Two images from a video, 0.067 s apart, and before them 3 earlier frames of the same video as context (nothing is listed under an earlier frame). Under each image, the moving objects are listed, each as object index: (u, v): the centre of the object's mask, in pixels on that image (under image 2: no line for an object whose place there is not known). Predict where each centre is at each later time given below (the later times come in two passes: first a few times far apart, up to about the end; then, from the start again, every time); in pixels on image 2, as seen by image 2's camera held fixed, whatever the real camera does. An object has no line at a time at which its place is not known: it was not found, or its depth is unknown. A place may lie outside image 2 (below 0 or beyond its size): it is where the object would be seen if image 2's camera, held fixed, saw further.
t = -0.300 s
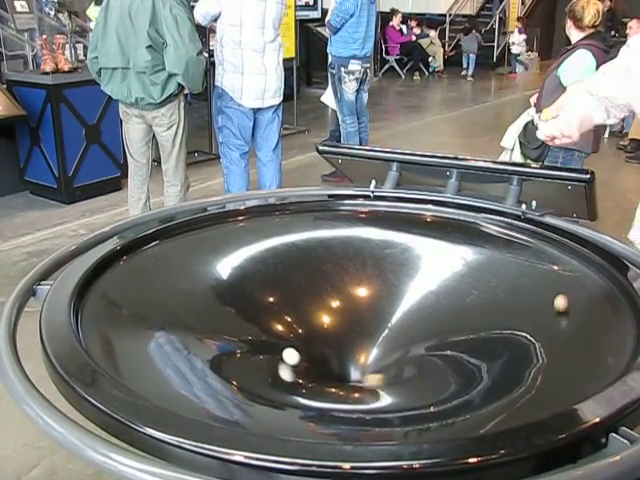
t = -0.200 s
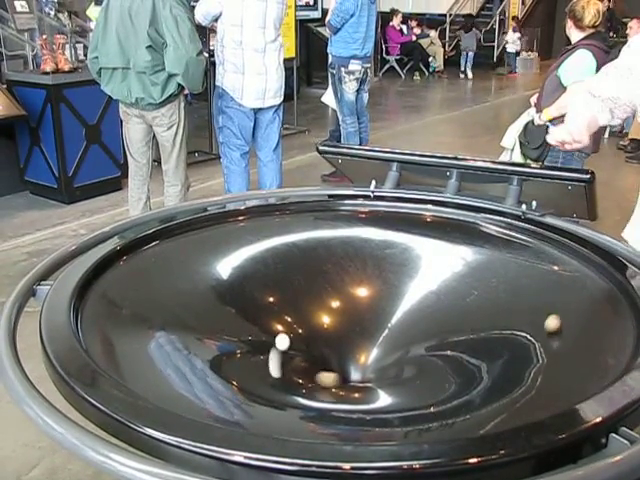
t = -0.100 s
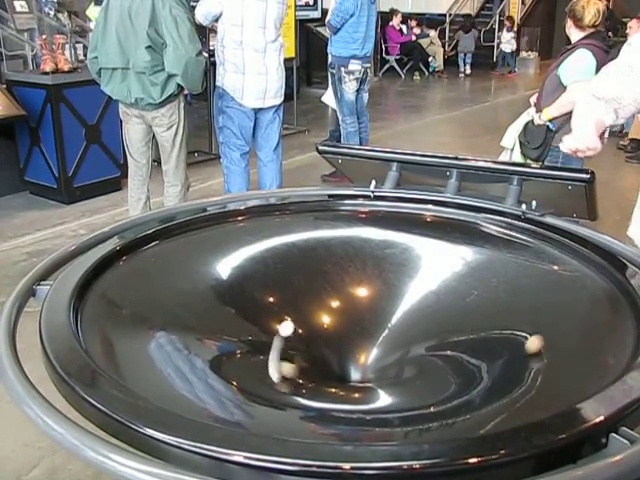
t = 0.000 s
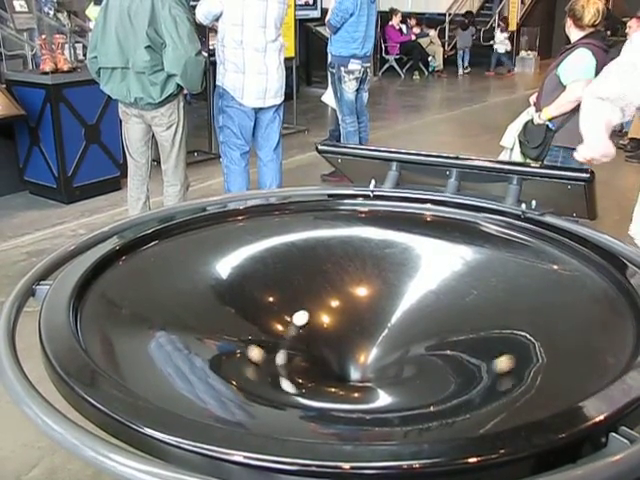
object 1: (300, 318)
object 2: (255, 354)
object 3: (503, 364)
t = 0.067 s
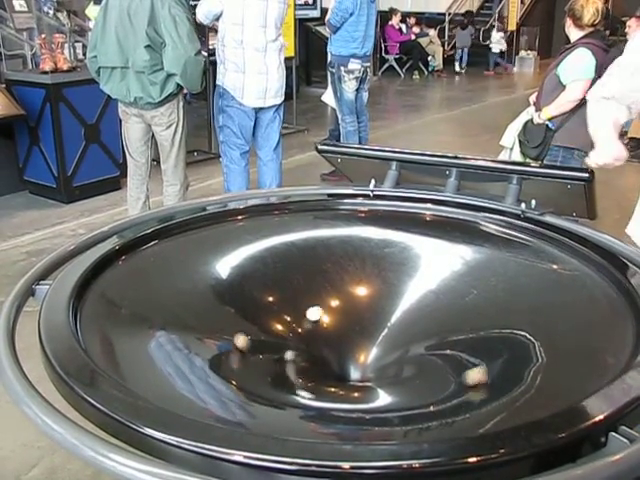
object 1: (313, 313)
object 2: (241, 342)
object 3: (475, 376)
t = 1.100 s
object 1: (304, 362)
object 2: (428, 302)
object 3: (171, 272)
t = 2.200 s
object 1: (372, 373)
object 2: (253, 344)
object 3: (468, 297)
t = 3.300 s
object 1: (405, 359)
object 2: (463, 333)
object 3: (237, 361)
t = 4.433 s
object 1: (409, 349)
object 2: (313, 291)
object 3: (470, 282)
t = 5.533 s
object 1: (401, 348)
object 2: (299, 367)
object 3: (235, 331)
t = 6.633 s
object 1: (393, 363)
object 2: (431, 351)
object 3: (447, 327)
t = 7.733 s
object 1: (362, 375)
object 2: (381, 312)
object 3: (270, 326)
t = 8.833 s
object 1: (317, 353)
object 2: (317, 324)
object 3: (427, 361)
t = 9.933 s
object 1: (383, 357)
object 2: (313, 339)
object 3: (363, 299)
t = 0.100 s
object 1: (322, 312)
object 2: (237, 335)
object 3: (458, 381)
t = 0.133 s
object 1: (330, 312)
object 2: (233, 329)
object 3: (442, 385)
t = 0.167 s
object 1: (340, 311)
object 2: (231, 324)
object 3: (424, 389)
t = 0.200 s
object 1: (349, 312)
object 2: (231, 317)
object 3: (404, 391)
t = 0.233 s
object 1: (359, 313)
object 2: (231, 312)
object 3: (383, 393)
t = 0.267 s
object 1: (368, 315)
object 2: (233, 306)
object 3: (364, 393)
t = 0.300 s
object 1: (377, 316)
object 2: (235, 301)
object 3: (342, 393)
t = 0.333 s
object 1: (385, 319)
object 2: (238, 297)
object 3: (323, 392)
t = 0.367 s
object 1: (394, 323)
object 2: (242, 292)
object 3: (304, 389)
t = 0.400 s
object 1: (401, 326)
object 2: (247, 288)
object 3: (285, 386)
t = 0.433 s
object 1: (407, 329)
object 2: (253, 285)
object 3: (269, 383)
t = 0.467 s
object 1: (412, 333)
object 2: (258, 282)
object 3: (252, 378)
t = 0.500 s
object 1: (416, 337)
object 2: (265, 279)
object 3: (236, 373)
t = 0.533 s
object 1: (419, 341)
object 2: (272, 277)
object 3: (222, 367)
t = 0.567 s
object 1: (420, 345)
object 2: (280, 275)
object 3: (209, 362)
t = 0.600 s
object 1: (419, 350)
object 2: (288, 274)
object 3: (197, 355)
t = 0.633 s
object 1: (417, 354)
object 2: (297, 273)
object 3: (186, 347)
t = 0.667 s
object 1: (414, 358)
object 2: (305, 272)
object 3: (178, 342)
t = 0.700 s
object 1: (409, 362)
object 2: (315, 272)
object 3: (172, 335)
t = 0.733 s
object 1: (403, 366)
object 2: (325, 272)
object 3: (166, 329)
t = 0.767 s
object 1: (396, 369)
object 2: (334, 273)
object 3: (162, 323)
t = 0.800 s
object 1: (387, 371)
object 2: (344, 274)
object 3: (159, 317)
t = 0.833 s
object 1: (378, 373)
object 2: (354, 275)
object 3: (156, 311)
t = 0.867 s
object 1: (368, 374)
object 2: (363, 278)
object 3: (156, 306)
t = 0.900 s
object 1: (358, 375)
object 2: (373, 280)
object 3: (156, 300)
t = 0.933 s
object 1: (348, 374)
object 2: (383, 283)
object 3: (156, 295)
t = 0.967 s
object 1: (337, 374)
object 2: (393, 286)
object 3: (158, 289)
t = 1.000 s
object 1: (328, 372)
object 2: (402, 289)
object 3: (160, 285)
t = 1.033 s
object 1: (318, 369)
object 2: (414, 295)
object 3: (164, 280)
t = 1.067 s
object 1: (311, 366)
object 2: (423, 300)
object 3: (167, 275)
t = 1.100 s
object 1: (304, 362)
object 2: (428, 302)
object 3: (171, 272)
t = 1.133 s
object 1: (298, 358)
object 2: (435, 307)
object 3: (176, 268)
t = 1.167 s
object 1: (295, 354)
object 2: (442, 311)
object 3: (181, 264)
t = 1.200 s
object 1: (293, 349)
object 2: (447, 316)
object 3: (187, 261)
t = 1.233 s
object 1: (292, 344)
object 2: (451, 321)
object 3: (193, 258)
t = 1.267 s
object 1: (293, 339)
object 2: (455, 326)
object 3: (200, 255)
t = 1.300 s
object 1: (295, 335)
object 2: (457, 331)
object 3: (207, 252)
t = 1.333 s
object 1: (299, 330)
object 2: (457, 336)
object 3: (214, 250)
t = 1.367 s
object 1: (304, 326)
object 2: (457, 342)
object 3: (222, 247)
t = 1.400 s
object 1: (310, 323)
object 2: (456, 347)
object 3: (230, 246)
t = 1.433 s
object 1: (315, 320)
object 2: (453, 353)
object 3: (237, 244)
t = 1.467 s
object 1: (324, 317)
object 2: (448, 358)
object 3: (247, 242)
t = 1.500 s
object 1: (332, 316)
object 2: (443, 362)
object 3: (255, 241)
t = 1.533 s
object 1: (341, 315)
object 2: (436, 367)
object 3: (264, 241)
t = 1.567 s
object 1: (350, 314)
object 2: (428, 371)
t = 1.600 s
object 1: (359, 315)
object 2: (419, 375)
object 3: (286, 244)
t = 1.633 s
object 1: (368, 315)
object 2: (409, 377)
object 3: (295, 243)
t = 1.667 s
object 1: (376, 316)
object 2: (398, 380)
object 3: (305, 242)
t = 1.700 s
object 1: (384, 318)
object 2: (387, 381)
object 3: (315, 243)
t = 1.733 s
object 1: (392, 320)
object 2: (375, 381)
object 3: (326, 245)
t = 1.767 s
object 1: (399, 323)
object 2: (362, 383)
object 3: (337, 245)
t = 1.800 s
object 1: (405, 327)
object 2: (349, 383)
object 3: (348, 247)
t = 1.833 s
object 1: (410, 330)
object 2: (338, 382)
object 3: (358, 250)
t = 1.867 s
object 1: (414, 334)
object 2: (326, 381)
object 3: (370, 252)
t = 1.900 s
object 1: (416, 338)
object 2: (315, 379)
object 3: (380, 255)
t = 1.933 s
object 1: (417, 343)
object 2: (304, 377)
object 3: (391, 258)
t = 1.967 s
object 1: (417, 347)
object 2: (293, 374)
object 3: (401, 261)
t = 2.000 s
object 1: (415, 352)
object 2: (285, 371)
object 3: (412, 266)
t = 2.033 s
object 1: (411, 357)
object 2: (277, 367)
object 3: (424, 272)
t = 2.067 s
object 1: (406, 361)
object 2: (270, 363)
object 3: (434, 277)
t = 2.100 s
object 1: (399, 365)
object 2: (263, 358)
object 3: (444, 286)
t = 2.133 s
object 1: (391, 368)
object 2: (259, 354)
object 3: (453, 286)
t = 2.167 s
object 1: (382, 372)
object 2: (255, 349)
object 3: (461, 291)
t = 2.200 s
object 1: (372, 373)
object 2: (253, 344)
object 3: (468, 297)
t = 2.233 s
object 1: (361, 374)
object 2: (252, 339)
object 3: (475, 301)
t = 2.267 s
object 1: (351, 374)
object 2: (253, 334)
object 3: (481, 308)
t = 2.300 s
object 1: (340, 373)
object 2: (254, 329)
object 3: (486, 314)
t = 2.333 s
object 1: (330, 372)
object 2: (257, 324)
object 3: (490, 319)
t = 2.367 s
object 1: (320, 369)
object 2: (261, 320)
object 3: (493, 326)
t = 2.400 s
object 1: (312, 365)
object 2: (265, 315)
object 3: (493, 331)
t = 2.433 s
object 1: (304, 361)
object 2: (272, 311)
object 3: (494, 337)
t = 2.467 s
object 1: (299, 356)
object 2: (279, 307)
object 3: (493, 343)
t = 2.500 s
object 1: (296, 351)
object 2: (286, 303)
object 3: (491, 349)
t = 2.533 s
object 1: (293, 346)
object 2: (295, 300)
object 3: (488, 355)
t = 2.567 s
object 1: (293, 342)
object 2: (304, 297)
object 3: (483, 361)
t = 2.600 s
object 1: (294, 337)
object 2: (314, 295)
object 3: (476, 367)
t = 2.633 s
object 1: (296, 333)
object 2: (323, 293)
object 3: (469, 371)
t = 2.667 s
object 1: (300, 329)
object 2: (334, 291)
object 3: (461, 376)
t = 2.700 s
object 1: (304, 325)
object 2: (344, 290)
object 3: (450, 381)
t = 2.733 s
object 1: (310, 323)
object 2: (353, 290)
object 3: (440, 385)
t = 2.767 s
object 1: (317, 320)
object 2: (364, 290)
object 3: (428, 388)
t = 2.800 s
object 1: (324, 319)
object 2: (375, 290)
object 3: (415, 390)
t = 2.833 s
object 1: (332, 318)
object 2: (386, 290)
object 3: (402, 392)
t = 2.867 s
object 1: (341, 317)
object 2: (396, 291)
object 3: (390, 393)
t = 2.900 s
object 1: (349, 318)
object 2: (404, 292)
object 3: (373, 395)
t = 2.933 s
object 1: (358, 319)
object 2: (416, 297)
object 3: (358, 394)
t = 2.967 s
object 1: (367, 321)
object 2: (424, 300)
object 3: (345, 394)
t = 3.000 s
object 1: (375, 323)
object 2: (431, 300)
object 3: (330, 393)
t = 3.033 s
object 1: (383, 326)
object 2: (438, 302)
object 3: (316, 391)
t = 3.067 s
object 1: (391, 330)
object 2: (445, 305)
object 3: (303, 388)
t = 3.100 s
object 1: (397, 333)
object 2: (450, 308)
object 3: (291, 385)
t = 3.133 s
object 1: (402, 337)
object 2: (455, 312)
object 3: (279, 383)
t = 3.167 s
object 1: (406, 341)
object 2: (459, 316)
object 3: (268, 379)
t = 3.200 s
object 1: (408, 346)
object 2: (461, 320)
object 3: (259, 375)
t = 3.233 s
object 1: (408, 350)
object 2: (463, 324)
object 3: (250, 370)
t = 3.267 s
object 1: (408, 355)
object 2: (463, 329)
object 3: (243, 365)
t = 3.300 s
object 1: (405, 359)
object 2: (463, 333)
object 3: (237, 361)
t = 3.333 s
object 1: (400, 363)
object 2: (461, 338)
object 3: (232, 356)
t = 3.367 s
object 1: (395, 367)
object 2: (458, 343)
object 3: (228, 351)
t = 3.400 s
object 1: (387, 369)
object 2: (454, 349)
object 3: (226, 345)
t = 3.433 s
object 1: (379, 372)
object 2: (448, 353)
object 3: (224, 339)
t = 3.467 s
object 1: (370, 374)
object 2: (442, 358)
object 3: (224, 334)
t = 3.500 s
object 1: (360, 374)
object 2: (433, 362)
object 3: (226, 329)
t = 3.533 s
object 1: (351, 375)
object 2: (423, 366)
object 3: (229, 323)
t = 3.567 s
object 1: (340, 374)
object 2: (412, 369)
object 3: (232, 318)
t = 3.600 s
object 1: (332, 372)
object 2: (401, 373)
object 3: (237, 313)
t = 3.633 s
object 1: (323, 370)
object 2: (389, 375)
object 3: (243, 307)
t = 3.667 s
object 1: (316, 367)
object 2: (376, 376)
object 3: (249, 303)
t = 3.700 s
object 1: (309, 363)
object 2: (361, 376)
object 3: (258, 298)
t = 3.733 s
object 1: (305, 360)
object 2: (349, 376)
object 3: (267, 293)
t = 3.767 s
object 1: (301, 355)
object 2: (335, 376)
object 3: (274, 289)
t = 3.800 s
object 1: (300, 351)
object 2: (323, 373)
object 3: (285, 286)
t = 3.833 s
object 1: (299, 346)
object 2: (310, 370)
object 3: (295, 282)
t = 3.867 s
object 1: (301, 342)
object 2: (302, 367)
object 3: (305, 279)
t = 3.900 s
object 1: (304, 338)
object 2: (288, 362)
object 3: (315, 276)
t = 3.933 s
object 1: (309, 334)
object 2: (282, 356)
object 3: (327, 274)
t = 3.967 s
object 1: (315, 331)
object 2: (276, 350)
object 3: (337, 272)
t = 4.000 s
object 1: (321, 329)
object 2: (271, 344)
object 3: (348, 270)
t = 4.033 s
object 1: (330, 327)
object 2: (268, 338)
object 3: (359, 268)
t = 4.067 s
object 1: (338, 325)
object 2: (265, 332)
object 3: (370, 268)
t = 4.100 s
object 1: (347, 325)
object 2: (265, 326)
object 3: (381, 267)
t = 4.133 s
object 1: (356, 325)
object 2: (266, 321)
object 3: (391, 267)
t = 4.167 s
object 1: (365, 325)
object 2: (268, 315)
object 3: (401, 267)
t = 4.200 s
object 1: (374, 327)
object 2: (271, 311)
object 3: (412, 267)
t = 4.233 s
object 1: (382, 328)
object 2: (274, 306)
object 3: (421, 268)
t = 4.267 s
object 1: (390, 331)
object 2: (279, 303)
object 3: (434, 269)
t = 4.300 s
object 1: (396, 334)
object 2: (285, 299)
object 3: (441, 273)
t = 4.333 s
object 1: (401, 337)
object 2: (291, 296)
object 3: (450, 274)
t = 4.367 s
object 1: (405, 340)
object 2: (298, 294)
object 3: (457, 276)
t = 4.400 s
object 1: (408, 344)
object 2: (305, 292)
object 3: (464, 279)
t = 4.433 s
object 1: (409, 349)
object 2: (313, 291)
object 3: (470, 282)
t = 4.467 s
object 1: (408, 353)
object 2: (321, 290)
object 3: (476, 285)
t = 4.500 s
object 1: (406, 357)
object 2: (329, 290)
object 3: (481, 289)
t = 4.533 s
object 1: (402, 361)
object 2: (338, 290)
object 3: (485, 293)
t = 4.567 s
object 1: (396, 365)
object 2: (346, 292)
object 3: (489, 297)
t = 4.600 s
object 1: (390, 368)
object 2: (355, 294)
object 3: (492, 302)
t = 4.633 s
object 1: (382, 371)
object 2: (364, 295)
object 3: (494, 306)
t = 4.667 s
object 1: (373, 373)
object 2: (374, 297)
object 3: (494, 312)
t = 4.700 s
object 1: (362, 374)
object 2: (382, 300)
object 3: (495, 316)
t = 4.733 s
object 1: (352, 374)
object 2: (390, 304)
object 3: (493, 322)
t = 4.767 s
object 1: (341, 374)
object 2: (398, 307)
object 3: (490, 328)
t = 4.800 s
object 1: (332, 372)
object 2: (408, 314)
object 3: (486, 334)
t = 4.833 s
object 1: (324, 369)
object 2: (413, 317)
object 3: (481, 339)
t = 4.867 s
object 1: (317, 365)
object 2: (419, 322)
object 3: (475, 345)
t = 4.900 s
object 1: (311, 361)
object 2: (423, 327)
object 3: (467, 351)
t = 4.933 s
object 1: (307, 356)
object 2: (426, 332)
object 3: (458, 356)
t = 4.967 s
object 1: (306, 351)
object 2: (428, 338)
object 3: (448, 362)
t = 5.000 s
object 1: (306, 346)
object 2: (429, 343)
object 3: (435, 367)
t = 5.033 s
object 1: (308, 341)
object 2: (428, 348)
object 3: (424, 371)
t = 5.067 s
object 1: (312, 337)
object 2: (424, 354)
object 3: (408, 374)
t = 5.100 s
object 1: (317, 333)
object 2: (421, 358)
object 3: (392, 377)
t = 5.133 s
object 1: (322, 330)
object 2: (415, 363)
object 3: (377, 378)
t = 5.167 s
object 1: (330, 328)
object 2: (408, 367)
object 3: (359, 380)
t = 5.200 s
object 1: (337, 326)
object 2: (400, 370)
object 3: (343, 379)
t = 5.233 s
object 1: (345, 325)
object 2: (391, 373)
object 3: (327, 377)
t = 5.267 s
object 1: (354, 325)
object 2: (381, 375)
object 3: (313, 374)
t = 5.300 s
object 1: (362, 326)
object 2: (370, 376)
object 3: (298, 371)
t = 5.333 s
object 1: (370, 327)
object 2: (361, 377)
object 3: (285, 366)
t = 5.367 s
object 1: (378, 329)
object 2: (347, 377)
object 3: (273, 361)
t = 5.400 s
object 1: (385, 332)
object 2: (337, 376)
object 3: (262, 356)
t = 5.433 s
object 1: (391, 335)
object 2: (326, 374)
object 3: (253, 350)
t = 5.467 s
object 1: (396, 339)
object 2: (316, 373)
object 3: (246, 344)
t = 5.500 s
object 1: (399, 344)
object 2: (306, 370)
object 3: (239, 337)
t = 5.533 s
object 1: (401, 348)
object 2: (299, 367)
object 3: (235, 331)
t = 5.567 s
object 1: (401, 353)
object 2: (291, 364)
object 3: (231, 325)
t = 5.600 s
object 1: (399, 358)
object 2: (285, 360)
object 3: (229, 318)
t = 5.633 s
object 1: (396, 362)
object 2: (280, 356)
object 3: (229, 313)
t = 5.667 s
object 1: (390, 367)
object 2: (276, 352)
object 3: (228, 308)
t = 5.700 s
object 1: (383, 370)
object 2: (274, 347)
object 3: (230, 303)
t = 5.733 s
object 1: (374, 373)
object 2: (273, 343)
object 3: (233, 298)
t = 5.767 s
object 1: (364, 374)
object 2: (274, 339)
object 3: (235, 294)
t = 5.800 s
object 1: (354, 374)
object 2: (275, 335)
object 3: (240, 290)
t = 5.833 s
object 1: (343, 374)
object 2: (278, 331)
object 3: (244, 287)
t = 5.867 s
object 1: (334, 372)
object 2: (282, 327)
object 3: (250, 284)
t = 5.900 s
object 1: (326, 370)
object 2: (289, 323)
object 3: (256, 281)
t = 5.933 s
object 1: (318, 366)
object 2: (295, 321)
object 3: (262, 279)
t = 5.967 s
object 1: (312, 362)
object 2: (303, 318)
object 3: (270, 277)
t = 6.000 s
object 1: (309, 357)
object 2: (312, 316)
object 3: (278, 276)
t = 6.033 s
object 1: (306, 353)
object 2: (320, 313)
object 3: (286, 275)
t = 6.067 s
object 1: (306, 348)
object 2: (329, 313)
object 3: (295, 274)
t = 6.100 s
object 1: (308, 344)
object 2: (341, 311)
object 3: (304, 274)
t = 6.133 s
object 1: (311, 340)
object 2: (352, 311)
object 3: (313, 275)
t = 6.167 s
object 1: (316, 337)
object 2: (362, 311)
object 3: (323, 276)
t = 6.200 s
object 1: (322, 334)
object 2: (372, 311)
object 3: (333, 277)
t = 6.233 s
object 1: (328, 332)
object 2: (382, 313)
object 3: (343, 279)
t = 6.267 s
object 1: (336, 331)
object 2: (392, 315)
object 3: (353, 281)
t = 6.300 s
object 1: (345, 331)
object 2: (403, 318)
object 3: (362, 285)
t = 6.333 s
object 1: (354, 332)
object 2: (409, 319)
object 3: (374, 287)
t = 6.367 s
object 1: (363, 333)
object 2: (416, 320)
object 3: (384, 290)
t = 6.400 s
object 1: (370, 335)
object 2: (422, 323)
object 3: (394, 293)
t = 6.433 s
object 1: (379, 338)
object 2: (427, 326)
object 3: (403, 297)
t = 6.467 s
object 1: (385, 342)
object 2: (431, 330)
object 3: (415, 305)
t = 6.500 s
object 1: (391, 346)
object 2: (434, 334)
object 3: (423, 309)
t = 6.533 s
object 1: (394, 350)
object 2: (435, 338)
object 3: (430, 312)
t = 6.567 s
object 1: (396, 354)
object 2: (435, 342)
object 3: (437, 317)
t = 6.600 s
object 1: (396, 359)
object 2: (434, 346)
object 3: (442, 322)
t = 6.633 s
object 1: (393, 363)
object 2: (431, 351)
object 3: (447, 327)
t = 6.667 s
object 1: (389, 366)
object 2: (427, 355)
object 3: (450, 332)
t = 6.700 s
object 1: (383, 370)
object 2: (422, 359)
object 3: (452, 337)
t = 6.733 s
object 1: (375, 372)
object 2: (415, 363)
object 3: (453, 342)
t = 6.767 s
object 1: (367, 374)
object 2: (407, 367)
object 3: (453, 347)
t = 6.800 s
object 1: (358, 375)
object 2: (398, 370)
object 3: (450, 352)
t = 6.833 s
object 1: (349, 374)
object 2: (388, 373)
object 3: (447, 358)
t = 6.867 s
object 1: (339, 373)
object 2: (378, 374)
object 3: (443, 361)
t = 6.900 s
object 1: (331, 372)
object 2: (364, 375)
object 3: (437, 366)
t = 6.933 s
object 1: (324, 369)
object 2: (354, 375)
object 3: (430, 370)
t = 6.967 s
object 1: (318, 365)
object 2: (341, 374)
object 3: (422, 373)
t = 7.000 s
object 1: (314, 361)
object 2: (331, 373)
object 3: (413, 376)
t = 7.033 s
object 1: (312, 357)
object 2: (322, 371)
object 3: (404, 379)
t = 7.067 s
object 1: (312, 352)
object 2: (313, 367)
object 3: (394, 380)
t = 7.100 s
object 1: (314, 349)
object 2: (304, 363)
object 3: (382, 382)
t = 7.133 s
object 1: (318, 345)
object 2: (297, 356)
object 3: (371, 383)
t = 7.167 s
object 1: (324, 342)
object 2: (294, 351)
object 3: (360, 383)
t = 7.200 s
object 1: (330, 339)
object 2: (292, 345)
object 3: (348, 383)
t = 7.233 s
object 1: (338, 338)
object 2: (290, 339)
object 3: (336, 382)
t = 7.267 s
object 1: (347, 337)
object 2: (291, 333)
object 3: (326, 380)
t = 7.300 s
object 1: (356, 337)
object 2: (294, 328)
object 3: (315, 379)
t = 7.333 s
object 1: (365, 338)
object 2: (297, 323)
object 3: (305, 377)
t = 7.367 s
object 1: (374, 339)
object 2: (301, 319)
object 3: (296, 374)
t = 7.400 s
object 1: (381, 341)
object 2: (306, 315)
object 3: (288, 370)
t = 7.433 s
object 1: (387, 345)
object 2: (312, 312)
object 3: (281, 366)
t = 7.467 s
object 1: (391, 348)
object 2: (318, 309)
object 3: (275, 363)
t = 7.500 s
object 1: (394, 352)
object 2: (325, 308)
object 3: (269, 359)
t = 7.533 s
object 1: (395, 356)
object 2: (334, 306)
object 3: (266, 354)
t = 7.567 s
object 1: (394, 360)
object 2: (342, 306)
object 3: (263, 350)
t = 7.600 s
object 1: (391, 364)
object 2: (349, 306)
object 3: (262, 345)
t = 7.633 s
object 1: (386, 368)
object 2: (358, 307)
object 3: (262, 340)
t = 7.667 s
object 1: (379, 371)
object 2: (367, 309)
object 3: (263, 335)
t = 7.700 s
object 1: (371, 373)
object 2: (374, 310)
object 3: (266, 331)
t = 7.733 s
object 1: (362, 375)
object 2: (381, 312)
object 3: (270, 326)
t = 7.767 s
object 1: (352, 375)
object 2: (388, 316)
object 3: (275, 321)
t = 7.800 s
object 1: (343, 374)
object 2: (396, 321)
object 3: (282, 316)
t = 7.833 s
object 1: (334, 372)
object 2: (401, 325)
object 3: (290, 312)
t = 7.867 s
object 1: (326, 369)
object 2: (405, 330)
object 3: (298, 308)
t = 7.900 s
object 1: (321, 366)
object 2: (409, 334)
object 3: (307, 305)
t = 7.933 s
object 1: (317, 361)
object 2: (411, 340)
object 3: (316, 302)
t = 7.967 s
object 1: (317, 356)
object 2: (412, 345)
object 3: (327, 298)
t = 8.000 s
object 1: (318, 351)
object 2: (411, 351)
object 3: (337, 297)
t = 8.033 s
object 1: (321, 347)
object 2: (409, 356)
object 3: (347, 295)
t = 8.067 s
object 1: (327, 343)
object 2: (403, 361)
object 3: (358, 293)
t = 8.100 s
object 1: (333, 340)
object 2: (398, 365)
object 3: (367, 292)
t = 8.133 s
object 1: (341, 338)
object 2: (390, 369)
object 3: (378, 291)
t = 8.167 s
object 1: (349, 337)
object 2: (381, 372)
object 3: (389, 291)
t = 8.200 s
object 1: (357, 337)
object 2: (371, 374)
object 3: (398, 292)
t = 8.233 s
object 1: (365, 338)
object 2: (360, 374)
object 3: (410, 295)
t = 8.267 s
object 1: (373, 340)
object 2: (349, 375)
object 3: (419, 296)
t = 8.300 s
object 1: (379, 343)
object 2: (339, 374)
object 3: (426, 298)
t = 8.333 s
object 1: (385, 347)
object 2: (328, 372)
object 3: (432, 298)
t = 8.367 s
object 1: (388, 351)
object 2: (318, 370)
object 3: (439, 300)
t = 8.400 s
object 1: (390, 355)
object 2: (310, 367)
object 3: (445, 303)
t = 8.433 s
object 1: (389, 360)
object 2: (302, 363)
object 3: (451, 306)
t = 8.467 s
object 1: (386, 365)
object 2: (297, 360)
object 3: (454, 309)
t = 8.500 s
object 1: (381, 369)
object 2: (292, 355)
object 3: (458, 313)
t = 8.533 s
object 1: (374, 372)
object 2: (289, 351)
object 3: (460, 317)
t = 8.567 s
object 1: (365, 374)
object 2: (287, 347)
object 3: (461, 321)
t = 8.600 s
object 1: (356, 375)
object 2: (286, 343)
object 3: (462, 326)
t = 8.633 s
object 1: (346, 375)
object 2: (287, 339)
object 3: (461, 330)
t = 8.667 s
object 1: (336, 373)
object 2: (290, 335)
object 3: (459, 335)
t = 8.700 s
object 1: (329, 370)
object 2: (293, 332)
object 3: (455, 341)
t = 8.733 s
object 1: (322, 367)
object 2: (298, 329)
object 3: (451, 345)
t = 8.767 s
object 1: (318, 362)
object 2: (304, 327)
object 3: (443, 351)
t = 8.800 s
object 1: (317, 357)
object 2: (311, 325)
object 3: (437, 355)
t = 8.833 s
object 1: (317, 353)
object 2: (317, 324)
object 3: (427, 361)
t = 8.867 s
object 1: (320, 349)
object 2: (327, 324)
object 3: (416, 365)
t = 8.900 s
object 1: (324, 346)
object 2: (338, 323)
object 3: (405, 369)
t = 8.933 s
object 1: (331, 343)
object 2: (347, 323)
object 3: (393, 371)
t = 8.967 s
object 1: (338, 342)
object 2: (357, 325)
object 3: (380, 374)
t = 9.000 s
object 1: (346, 341)
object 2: (367, 327)
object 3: (366, 375)
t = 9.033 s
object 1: (354, 342)
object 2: (377, 329)
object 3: (352, 375)
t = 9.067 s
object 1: (362, 344)
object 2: (386, 332)
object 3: (337, 374)
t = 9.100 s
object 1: (370, 346)
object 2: (393, 335)
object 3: (324, 372)
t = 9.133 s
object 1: (377, 350)
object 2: (400, 339)
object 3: (311, 368)
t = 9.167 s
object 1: (382, 354)
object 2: (405, 342)
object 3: (301, 364)
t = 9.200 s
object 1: (384, 359)
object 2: (408, 346)
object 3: (291, 358)
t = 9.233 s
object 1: (384, 363)
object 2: (410, 350)
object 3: (282, 352)
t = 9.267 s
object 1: (382, 368)
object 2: (410, 353)
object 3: (276, 346)
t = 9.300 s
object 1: (377, 371)
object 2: (409, 357)
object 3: (271, 339)
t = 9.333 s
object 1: (370, 374)
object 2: (406, 360)
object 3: (268, 333)
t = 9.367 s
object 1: (362, 375)
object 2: (402, 364)
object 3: (267, 327)
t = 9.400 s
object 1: (353, 375)
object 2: (396, 367)
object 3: (266, 322)
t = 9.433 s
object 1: (343, 374)
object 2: (390, 370)
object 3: (267, 316)
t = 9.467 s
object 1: (335, 373)
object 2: (381, 372)
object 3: (269, 311)
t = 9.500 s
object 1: (329, 371)
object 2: (372, 374)
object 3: (272, 307)
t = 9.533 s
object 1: (324, 367)
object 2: (365, 374)
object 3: (275, 303)
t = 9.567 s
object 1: (320, 363)
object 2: (354, 374)
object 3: (280, 300)
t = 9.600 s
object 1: (320, 359)
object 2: (345, 374)
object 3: (285, 297)
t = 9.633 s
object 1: (321, 356)
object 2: (337, 373)
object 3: (292, 295)
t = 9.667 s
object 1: (325, 352)
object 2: (328, 372)
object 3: (298, 293)
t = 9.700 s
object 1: (330, 349)
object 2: (321, 369)
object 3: (304, 292)
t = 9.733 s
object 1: (338, 348)
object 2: (314, 365)
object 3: (312, 291)
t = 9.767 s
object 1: (346, 347)
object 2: (309, 362)
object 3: (320, 291)
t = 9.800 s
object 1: (355, 347)
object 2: (306, 357)
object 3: (327, 291)
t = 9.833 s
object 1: (364, 348)
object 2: (305, 353)
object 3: (336, 293)
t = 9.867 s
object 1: (372, 351)
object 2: (306, 348)
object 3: (345, 294)
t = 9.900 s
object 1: (378, 354)
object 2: (309, 343)
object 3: (353, 297)
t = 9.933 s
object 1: (383, 357)
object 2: (313, 339)
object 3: (363, 299)
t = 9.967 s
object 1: (385, 361)
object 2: (319, 335)
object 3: (371, 303)
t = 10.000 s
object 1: (384, 365)
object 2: (325, 332)
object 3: (379, 307)
